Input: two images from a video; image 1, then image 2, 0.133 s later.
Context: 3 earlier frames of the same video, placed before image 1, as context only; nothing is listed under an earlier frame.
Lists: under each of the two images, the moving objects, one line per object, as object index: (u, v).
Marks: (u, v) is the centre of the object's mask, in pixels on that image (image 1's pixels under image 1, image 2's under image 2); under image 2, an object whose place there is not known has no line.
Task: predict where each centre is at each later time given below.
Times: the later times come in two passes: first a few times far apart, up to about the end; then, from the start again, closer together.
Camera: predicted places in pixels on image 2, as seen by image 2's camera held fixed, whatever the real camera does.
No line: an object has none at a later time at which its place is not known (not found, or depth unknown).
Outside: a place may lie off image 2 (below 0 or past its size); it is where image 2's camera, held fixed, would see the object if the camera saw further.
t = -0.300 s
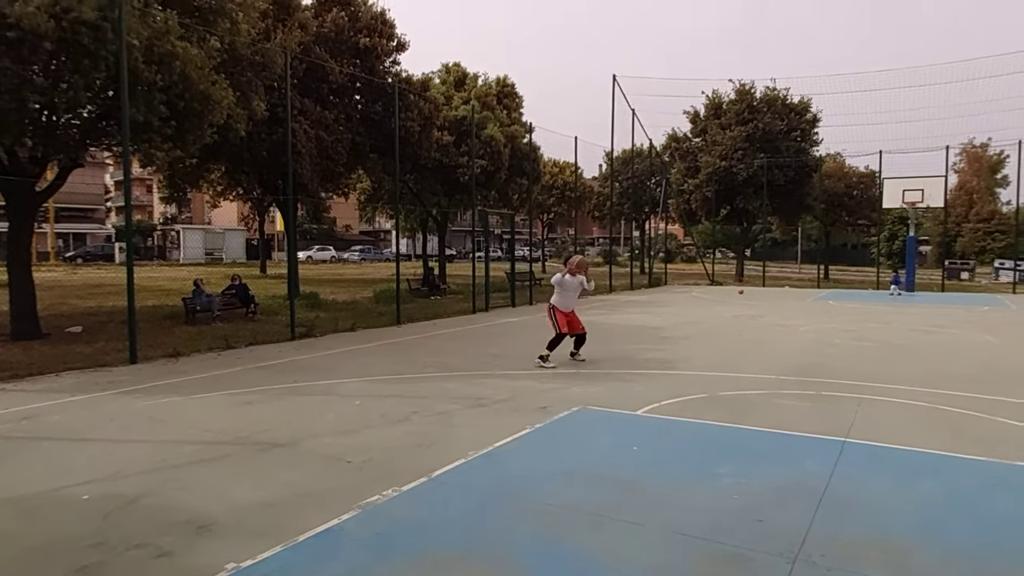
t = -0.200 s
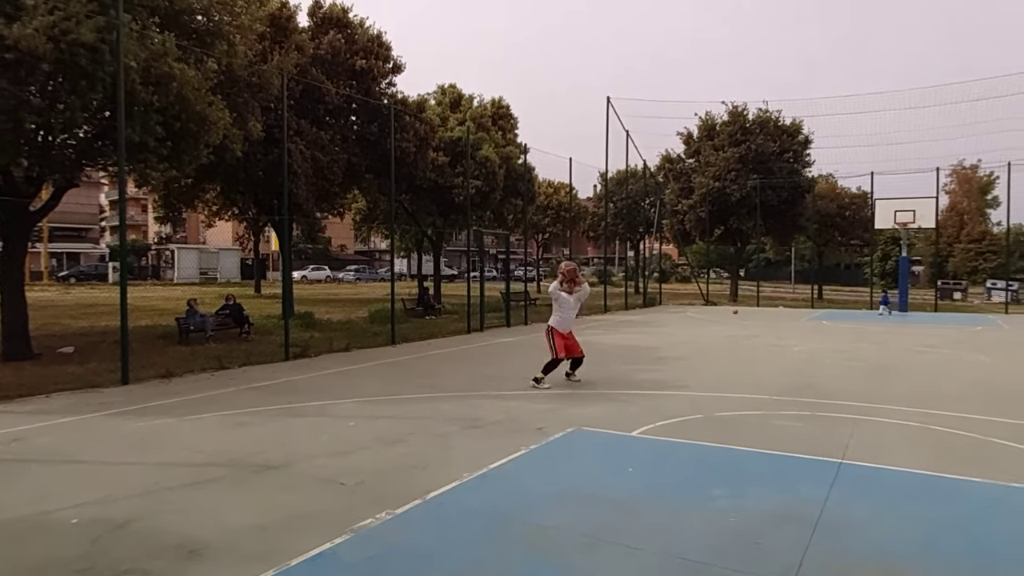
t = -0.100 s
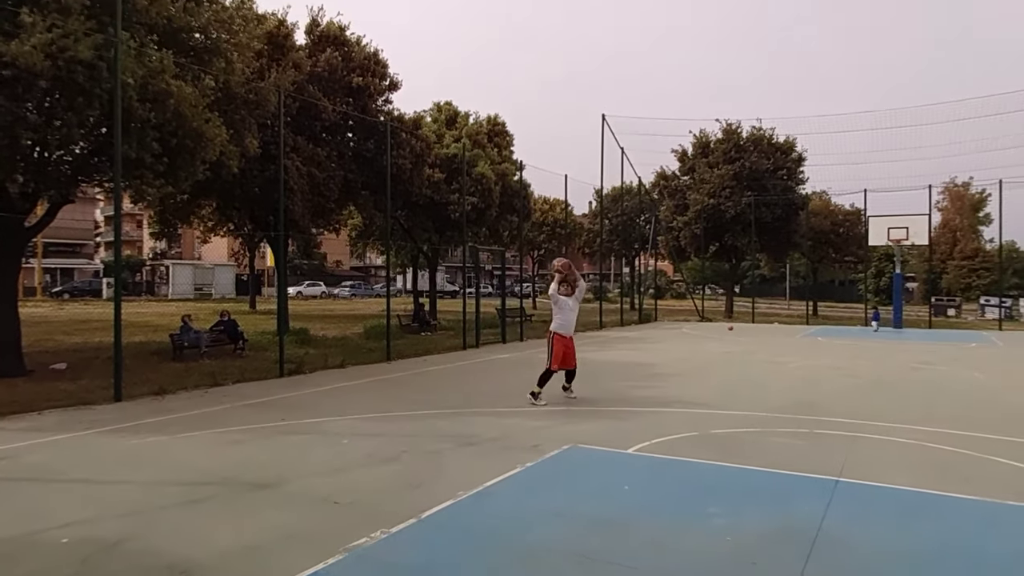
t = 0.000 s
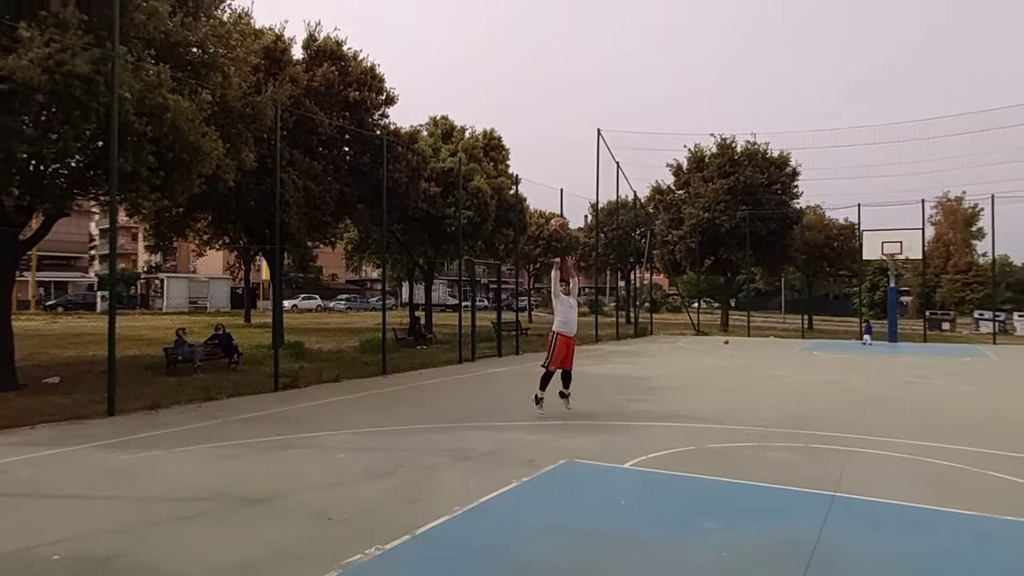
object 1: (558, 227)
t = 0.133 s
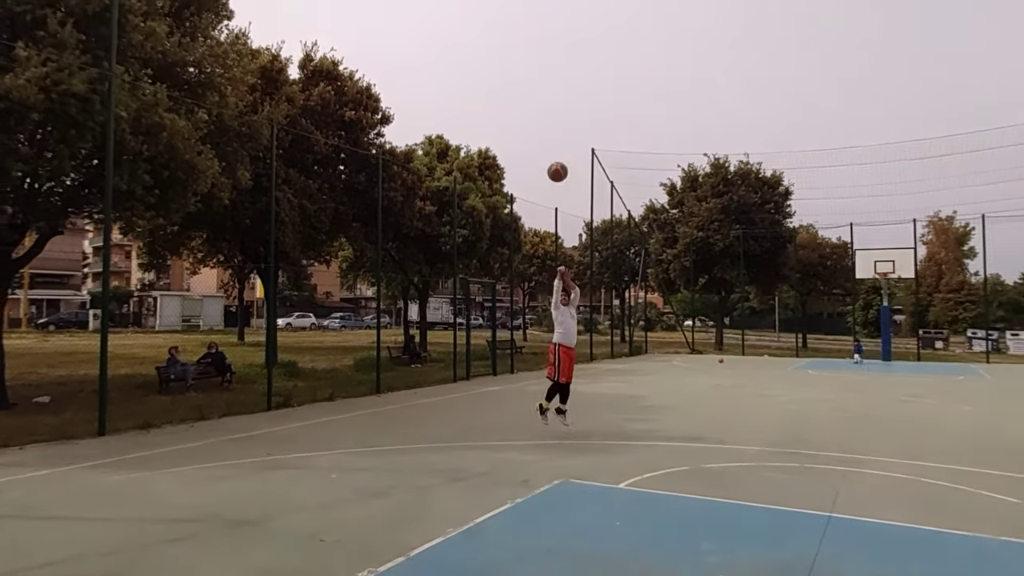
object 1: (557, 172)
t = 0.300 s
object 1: (565, 85)
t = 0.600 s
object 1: (586, -52)
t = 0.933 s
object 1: (645, -137)
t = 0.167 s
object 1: (559, 154)
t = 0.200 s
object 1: (560, 136)
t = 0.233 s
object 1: (561, 119)
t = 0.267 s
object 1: (563, 102)
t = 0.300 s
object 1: (565, 85)
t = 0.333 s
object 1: (566, 68)
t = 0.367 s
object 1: (568, 52)
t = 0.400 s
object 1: (570, 36)
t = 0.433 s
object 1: (572, 21)
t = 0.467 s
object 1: (575, 6)
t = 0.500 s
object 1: (577, -9)
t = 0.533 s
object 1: (580, -24)
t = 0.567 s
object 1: (583, -38)
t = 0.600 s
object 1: (586, -52)
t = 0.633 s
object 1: (589, -65)
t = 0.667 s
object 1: (593, -77)
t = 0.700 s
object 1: (597, -89)
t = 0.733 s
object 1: (600, -99)
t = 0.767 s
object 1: (601, -107)
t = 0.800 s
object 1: (609, -119)
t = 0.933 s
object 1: (645, -137)
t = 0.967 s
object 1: (651, -139)
